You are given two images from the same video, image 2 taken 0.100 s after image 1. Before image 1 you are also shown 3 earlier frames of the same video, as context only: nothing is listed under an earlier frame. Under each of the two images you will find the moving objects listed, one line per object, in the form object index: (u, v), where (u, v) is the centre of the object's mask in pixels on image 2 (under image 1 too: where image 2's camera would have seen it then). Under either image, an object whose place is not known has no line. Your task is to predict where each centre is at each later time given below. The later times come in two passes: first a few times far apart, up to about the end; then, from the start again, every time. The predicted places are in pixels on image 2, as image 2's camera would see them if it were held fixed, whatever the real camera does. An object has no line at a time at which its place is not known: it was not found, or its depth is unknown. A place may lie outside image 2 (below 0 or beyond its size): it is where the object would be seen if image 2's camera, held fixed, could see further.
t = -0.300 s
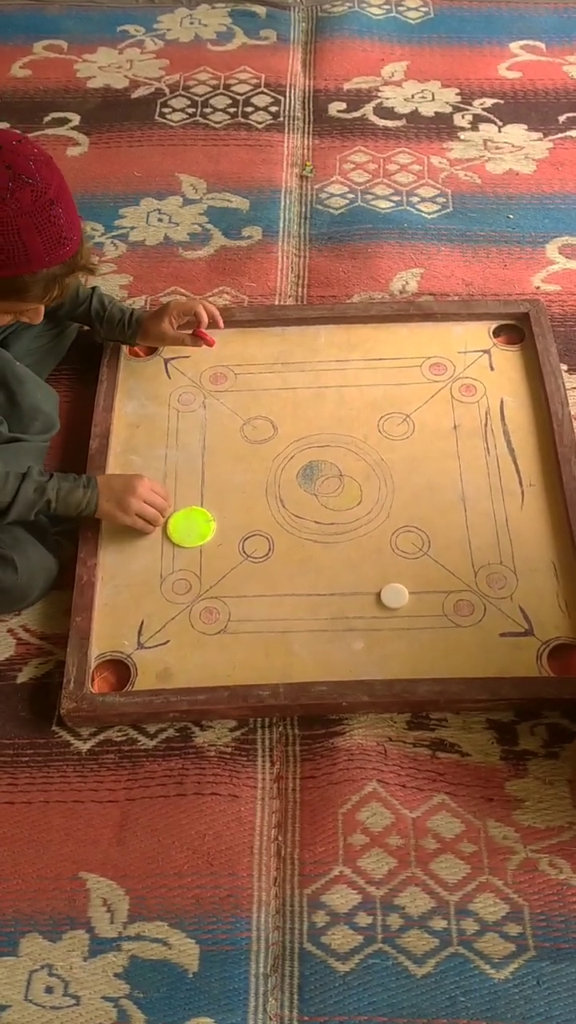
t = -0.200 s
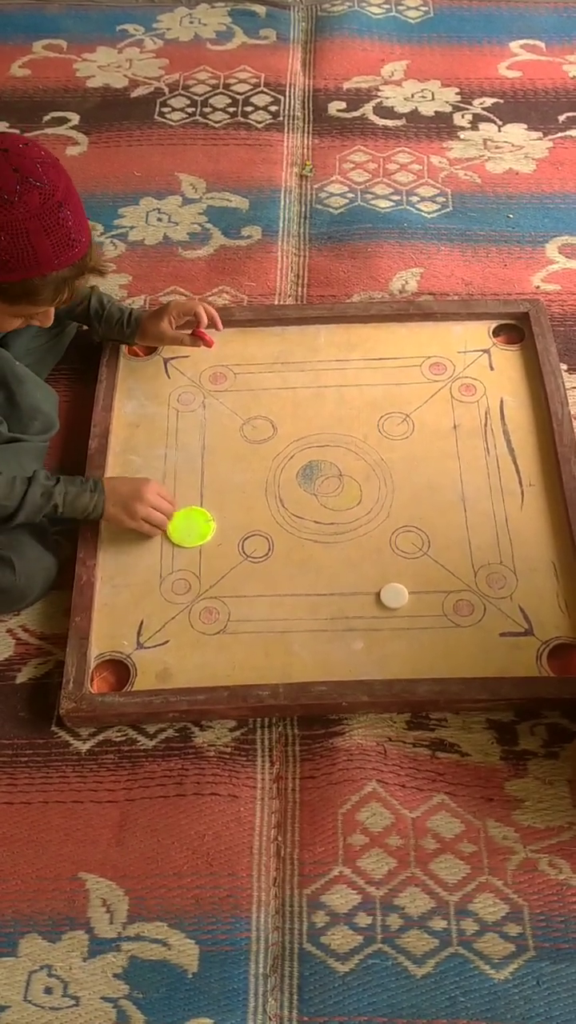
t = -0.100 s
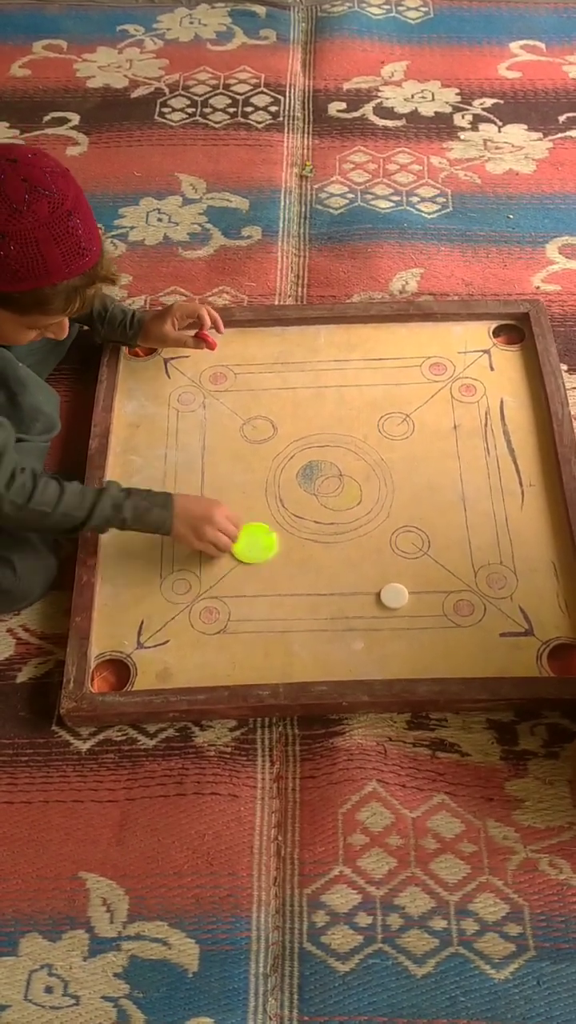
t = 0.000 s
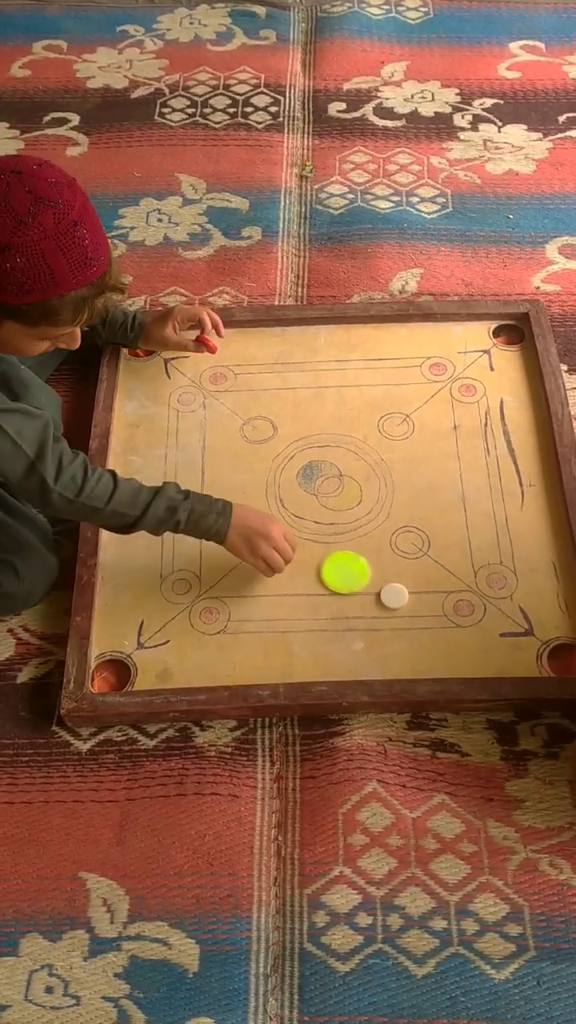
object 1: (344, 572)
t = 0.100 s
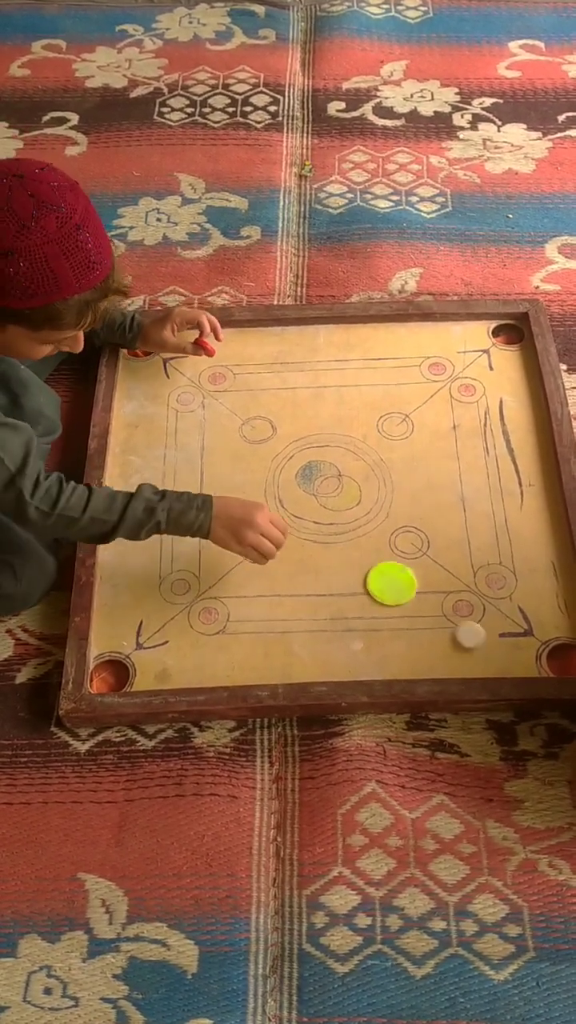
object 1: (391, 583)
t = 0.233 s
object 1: (423, 589)
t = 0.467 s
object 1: (427, 590)
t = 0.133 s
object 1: (402, 585)
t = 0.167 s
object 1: (411, 587)
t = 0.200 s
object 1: (418, 588)
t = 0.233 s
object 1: (423, 589)
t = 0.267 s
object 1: (426, 590)
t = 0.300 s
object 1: (427, 590)
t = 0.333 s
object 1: (427, 590)
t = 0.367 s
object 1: (427, 590)
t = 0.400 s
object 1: (427, 590)
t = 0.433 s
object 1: (427, 590)
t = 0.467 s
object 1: (427, 590)
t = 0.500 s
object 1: (427, 590)
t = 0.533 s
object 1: (427, 590)
